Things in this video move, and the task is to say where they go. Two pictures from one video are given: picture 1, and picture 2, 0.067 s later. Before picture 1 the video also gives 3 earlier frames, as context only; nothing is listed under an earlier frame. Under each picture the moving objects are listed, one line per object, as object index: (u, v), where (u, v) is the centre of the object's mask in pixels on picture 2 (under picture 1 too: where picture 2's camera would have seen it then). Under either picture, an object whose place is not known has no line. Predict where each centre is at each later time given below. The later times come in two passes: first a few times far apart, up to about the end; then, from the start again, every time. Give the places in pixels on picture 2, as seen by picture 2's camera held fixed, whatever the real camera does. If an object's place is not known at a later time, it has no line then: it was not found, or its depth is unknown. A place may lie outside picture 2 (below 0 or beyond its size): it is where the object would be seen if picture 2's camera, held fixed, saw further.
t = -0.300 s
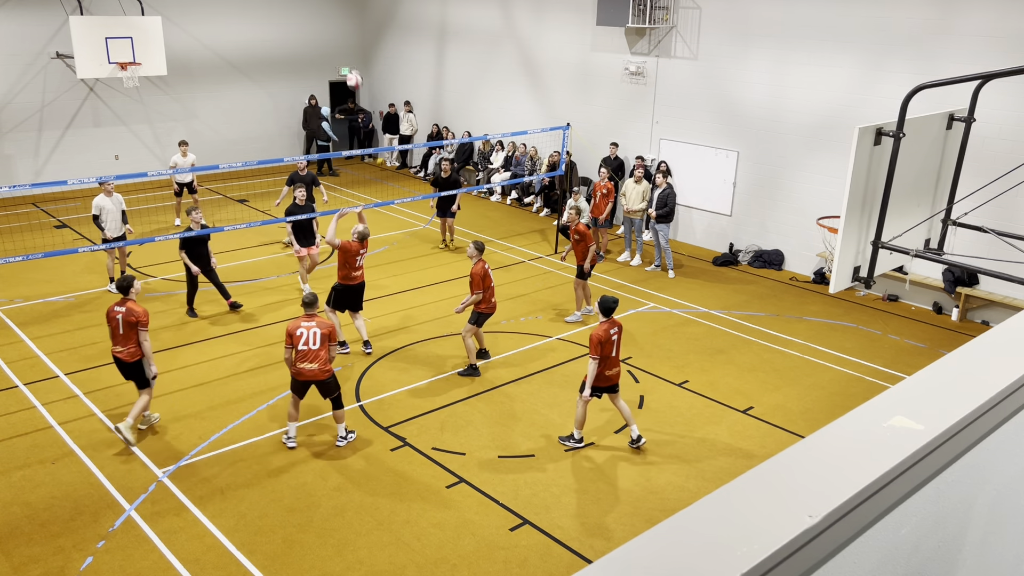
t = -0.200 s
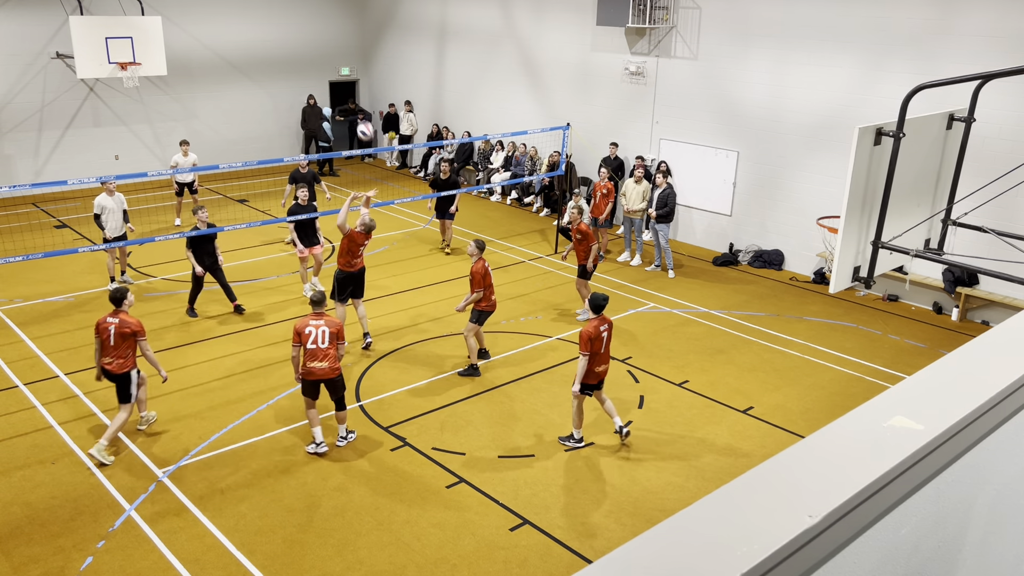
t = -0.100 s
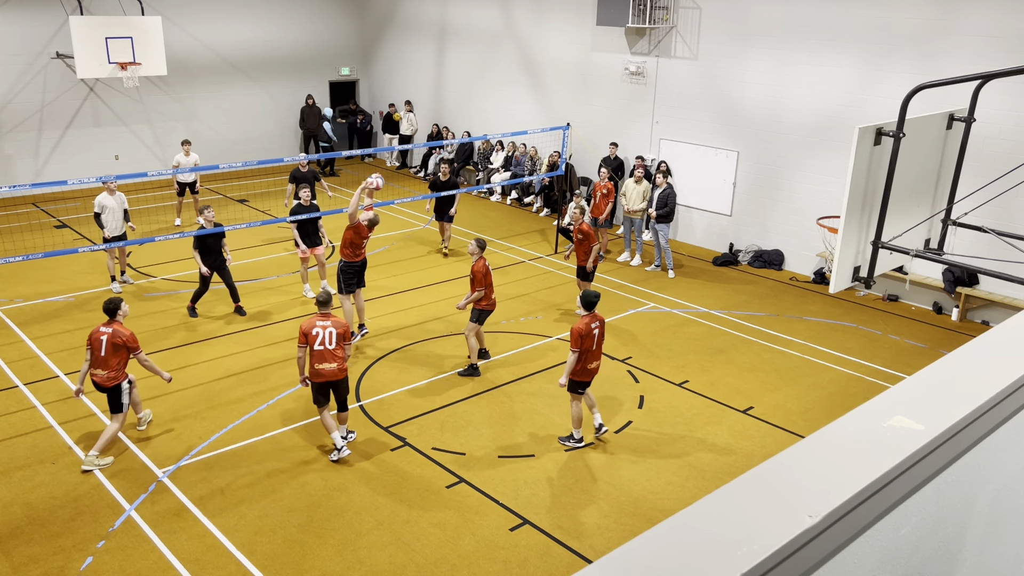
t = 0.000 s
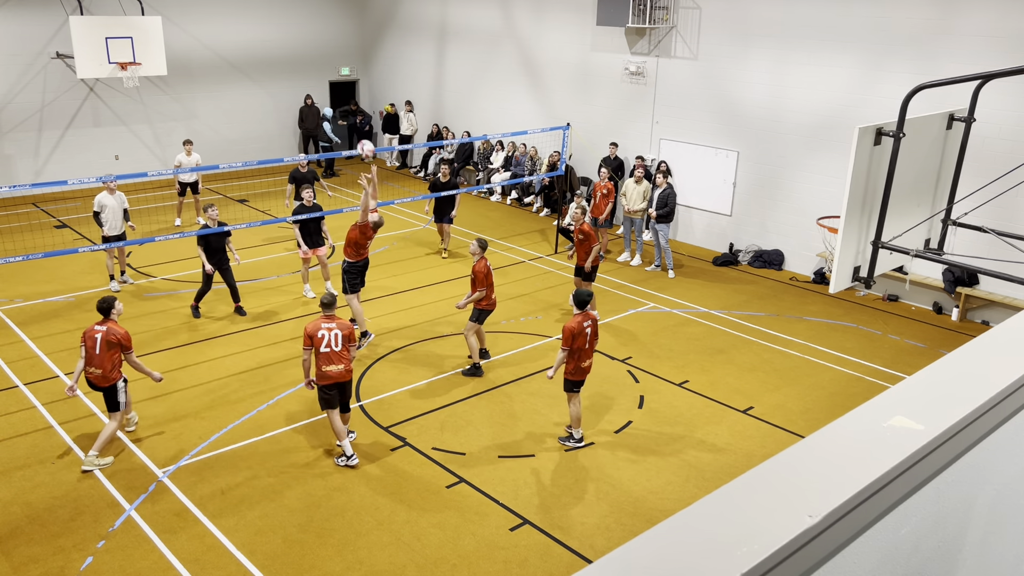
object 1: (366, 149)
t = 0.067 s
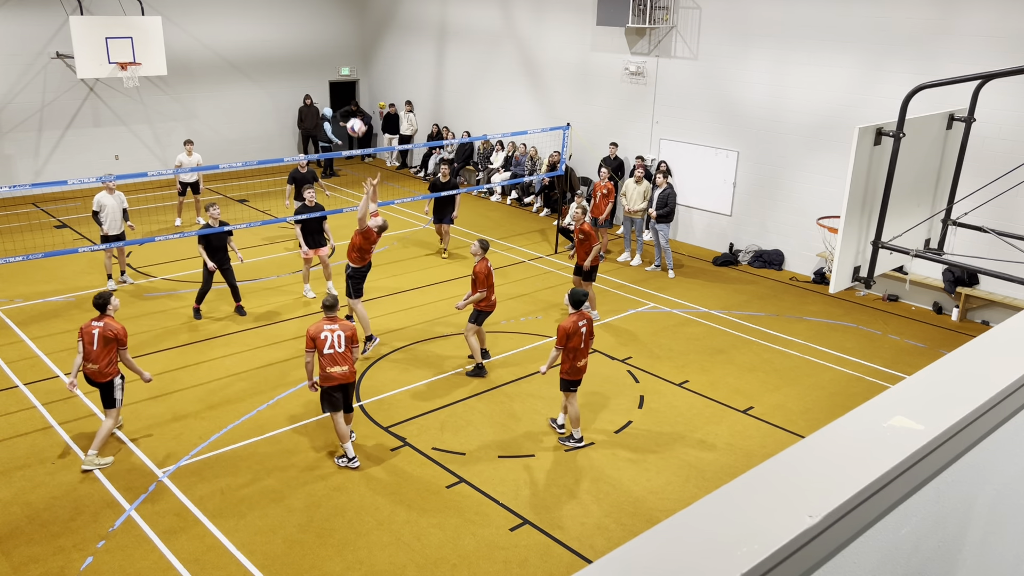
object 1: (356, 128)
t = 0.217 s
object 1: (332, 90)
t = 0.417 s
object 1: (299, 68)
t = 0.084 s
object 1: (353, 123)
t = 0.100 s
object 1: (350, 118)
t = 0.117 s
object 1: (348, 113)
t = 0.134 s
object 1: (345, 109)
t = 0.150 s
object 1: (343, 105)
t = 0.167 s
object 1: (340, 101)
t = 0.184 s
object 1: (337, 97)
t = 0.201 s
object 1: (335, 93)
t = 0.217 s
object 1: (332, 90)
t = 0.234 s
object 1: (329, 87)
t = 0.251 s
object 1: (327, 84)
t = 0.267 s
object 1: (324, 81)
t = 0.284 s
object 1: (320, 78)
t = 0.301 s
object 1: (318, 76)
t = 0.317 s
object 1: (315, 74)
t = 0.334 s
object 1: (312, 73)
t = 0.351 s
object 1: (310, 71)
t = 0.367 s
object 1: (307, 70)
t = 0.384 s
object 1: (304, 69)
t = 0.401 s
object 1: (302, 69)
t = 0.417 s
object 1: (299, 68)
